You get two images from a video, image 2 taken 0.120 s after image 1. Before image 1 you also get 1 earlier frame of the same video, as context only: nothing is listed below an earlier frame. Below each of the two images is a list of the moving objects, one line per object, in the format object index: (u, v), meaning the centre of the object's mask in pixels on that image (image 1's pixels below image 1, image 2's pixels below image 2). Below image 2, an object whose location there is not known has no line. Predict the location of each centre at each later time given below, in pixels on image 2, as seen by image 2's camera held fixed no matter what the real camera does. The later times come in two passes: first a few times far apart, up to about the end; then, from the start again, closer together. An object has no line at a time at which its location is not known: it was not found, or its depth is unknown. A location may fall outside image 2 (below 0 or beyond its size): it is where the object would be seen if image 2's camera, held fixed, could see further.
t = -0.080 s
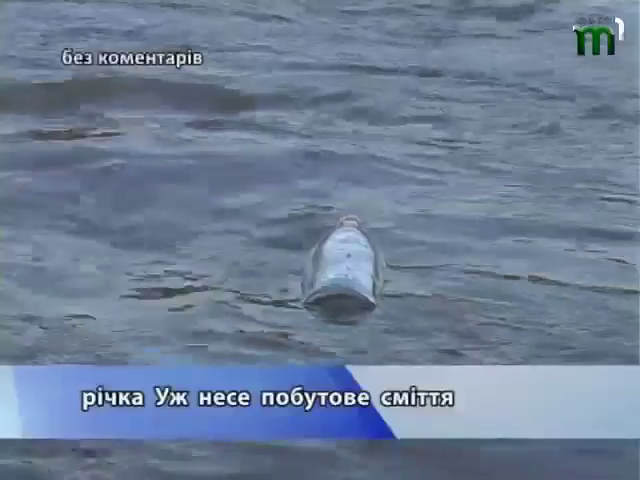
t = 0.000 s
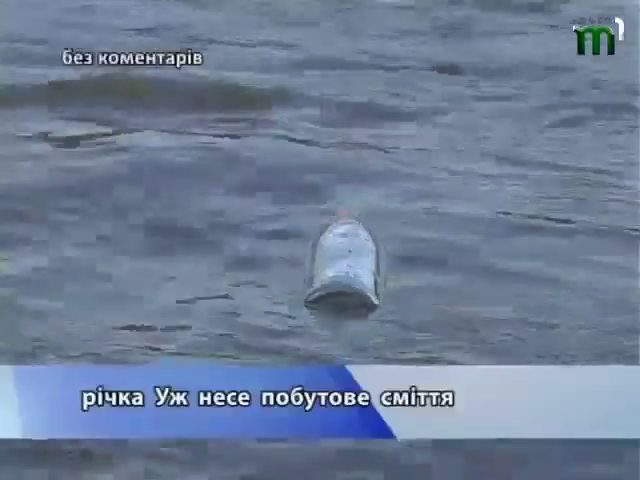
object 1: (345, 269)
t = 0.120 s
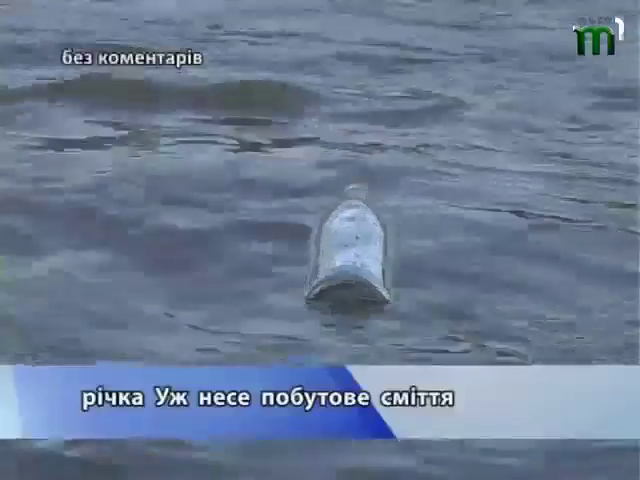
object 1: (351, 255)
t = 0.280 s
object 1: (351, 251)
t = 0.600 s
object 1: (343, 266)
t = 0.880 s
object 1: (310, 259)
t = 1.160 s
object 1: (277, 284)
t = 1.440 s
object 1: (275, 296)
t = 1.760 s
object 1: (290, 295)
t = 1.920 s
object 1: (284, 290)
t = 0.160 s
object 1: (354, 253)
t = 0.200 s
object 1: (354, 252)
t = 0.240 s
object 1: (352, 252)
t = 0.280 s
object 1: (351, 251)
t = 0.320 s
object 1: (351, 249)
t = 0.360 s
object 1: (349, 250)
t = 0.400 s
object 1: (349, 255)
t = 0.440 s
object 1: (351, 260)
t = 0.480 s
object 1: (350, 261)
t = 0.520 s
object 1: (351, 264)
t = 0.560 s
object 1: (349, 265)
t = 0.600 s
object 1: (343, 266)
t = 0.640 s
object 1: (338, 266)
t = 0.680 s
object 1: (333, 261)
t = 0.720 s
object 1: (326, 260)
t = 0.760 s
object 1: (322, 260)
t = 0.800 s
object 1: (316, 252)
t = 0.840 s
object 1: (314, 254)
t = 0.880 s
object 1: (310, 259)
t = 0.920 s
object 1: (304, 266)
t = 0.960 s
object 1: (302, 271)
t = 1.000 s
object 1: (290, 275)
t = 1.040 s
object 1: (284, 279)
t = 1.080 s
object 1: (279, 283)
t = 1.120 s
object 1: (277, 285)
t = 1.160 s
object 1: (277, 284)
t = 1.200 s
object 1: (276, 281)
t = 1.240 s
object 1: (272, 275)
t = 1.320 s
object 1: (272, 281)
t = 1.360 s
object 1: (270, 288)
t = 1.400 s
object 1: (271, 294)
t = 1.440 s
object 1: (275, 296)
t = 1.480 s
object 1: (278, 301)
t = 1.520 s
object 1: (279, 303)
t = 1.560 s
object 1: (280, 304)
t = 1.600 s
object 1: (283, 305)
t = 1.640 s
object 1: (286, 306)
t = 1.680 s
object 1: (286, 307)
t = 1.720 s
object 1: (288, 306)
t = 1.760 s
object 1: (290, 295)
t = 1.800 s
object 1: (291, 290)
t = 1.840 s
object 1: (291, 288)
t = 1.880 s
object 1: (288, 288)
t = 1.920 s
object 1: (284, 290)
